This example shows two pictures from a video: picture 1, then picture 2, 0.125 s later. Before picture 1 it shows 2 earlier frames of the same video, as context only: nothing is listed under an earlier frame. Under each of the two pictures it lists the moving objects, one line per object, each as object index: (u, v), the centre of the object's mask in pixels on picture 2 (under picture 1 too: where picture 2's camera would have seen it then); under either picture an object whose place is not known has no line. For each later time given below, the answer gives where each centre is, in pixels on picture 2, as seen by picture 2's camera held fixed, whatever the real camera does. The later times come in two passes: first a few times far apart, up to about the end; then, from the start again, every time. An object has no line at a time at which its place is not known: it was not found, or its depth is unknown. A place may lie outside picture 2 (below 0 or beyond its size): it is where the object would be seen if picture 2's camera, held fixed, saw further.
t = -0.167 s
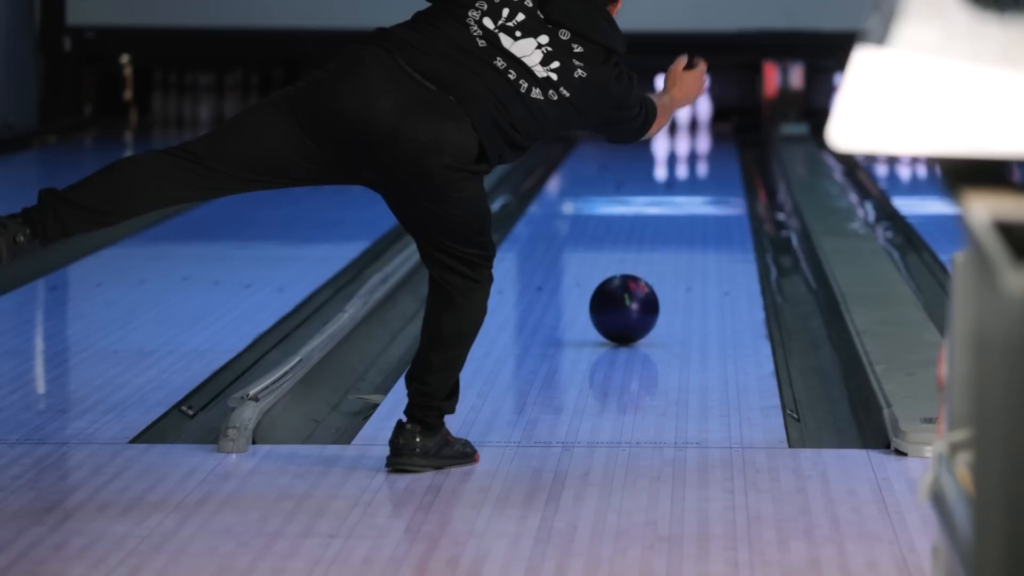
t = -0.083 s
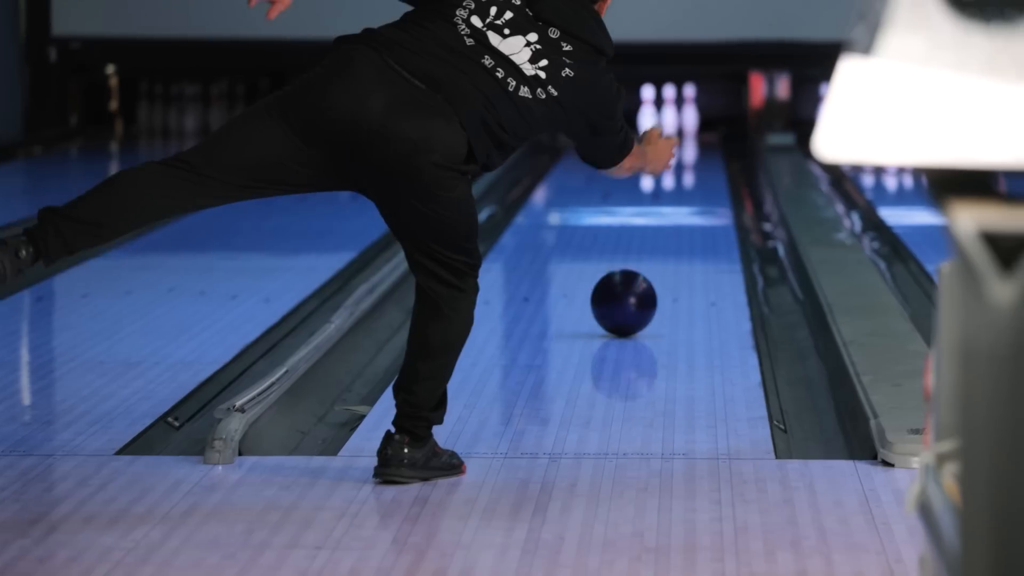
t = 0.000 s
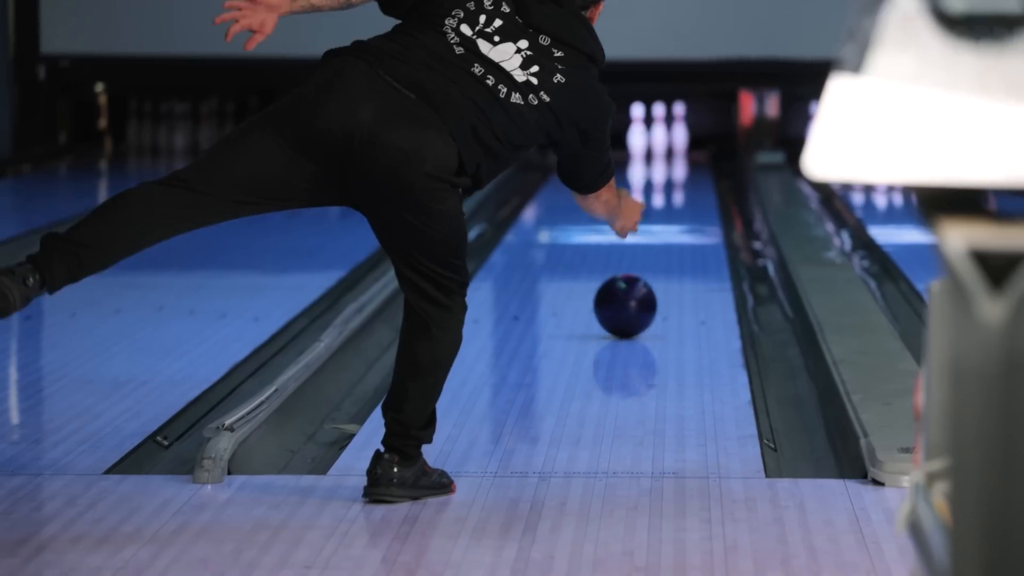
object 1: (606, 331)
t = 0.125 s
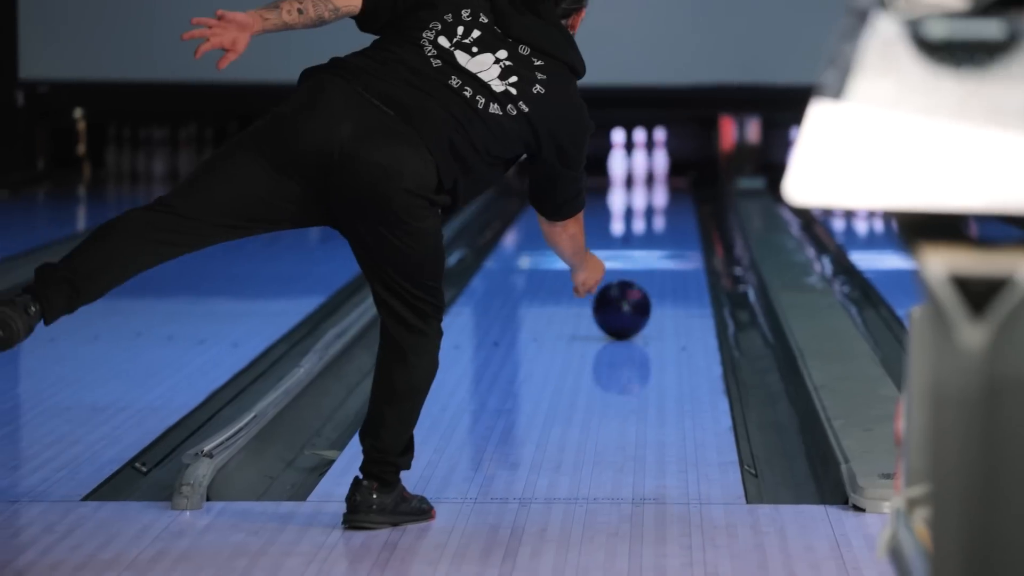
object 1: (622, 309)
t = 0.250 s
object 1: (633, 293)
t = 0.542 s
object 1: (656, 257)
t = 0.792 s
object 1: (667, 234)
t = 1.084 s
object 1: (673, 214)
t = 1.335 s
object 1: (671, 200)
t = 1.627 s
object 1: (660, 185)
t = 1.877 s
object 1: (646, 175)
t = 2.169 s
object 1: (629, 167)
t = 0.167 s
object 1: (625, 304)
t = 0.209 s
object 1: (630, 297)
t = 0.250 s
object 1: (633, 293)
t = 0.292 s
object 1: (637, 286)
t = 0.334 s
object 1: (640, 282)
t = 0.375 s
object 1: (644, 276)
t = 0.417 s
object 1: (647, 272)
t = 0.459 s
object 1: (650, 267)
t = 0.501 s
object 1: (653, 263)
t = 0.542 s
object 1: (656, 257)
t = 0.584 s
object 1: (657, 254)
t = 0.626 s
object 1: (660, 250)
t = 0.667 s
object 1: (662, 246)
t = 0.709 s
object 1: (664, 242)
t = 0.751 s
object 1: (665, 238)
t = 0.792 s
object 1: (667, 234)
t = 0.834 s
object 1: (668, 231)
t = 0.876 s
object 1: (670, 228)
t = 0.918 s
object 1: (671, 226)
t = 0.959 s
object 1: (672, 222)
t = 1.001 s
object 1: (672, 220)
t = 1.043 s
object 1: (672, 217)
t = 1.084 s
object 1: (673, 214)
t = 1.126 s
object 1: (673, 211)
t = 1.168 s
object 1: (673, 209)
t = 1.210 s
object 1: (672, 206)
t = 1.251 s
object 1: (672, 205)
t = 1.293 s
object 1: (671, 202)
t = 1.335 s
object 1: (671, 200)
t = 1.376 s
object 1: (670, 197)
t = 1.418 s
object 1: (669, 195)
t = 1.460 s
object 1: (667, 193)
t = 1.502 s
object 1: (666, 191)
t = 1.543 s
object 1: (664, 189)
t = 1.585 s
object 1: (663, 187)
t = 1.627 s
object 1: (660, 185)
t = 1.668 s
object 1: (659, 183)
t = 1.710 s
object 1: (656, 181)
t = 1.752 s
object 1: (654, 180)
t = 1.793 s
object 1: (651, 178)
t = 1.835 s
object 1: (649, 177)
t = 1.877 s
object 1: (646, 175)
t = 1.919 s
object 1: (644, 174)
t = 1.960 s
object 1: (639, 172)
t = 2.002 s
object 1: (636, 171)
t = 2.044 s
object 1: (633, 169)
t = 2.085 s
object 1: (631, 169)
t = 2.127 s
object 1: (629, 167)
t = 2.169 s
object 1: (629, 167)
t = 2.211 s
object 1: (625, 166)
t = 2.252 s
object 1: (623, 167)
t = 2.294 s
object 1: (620, 165)
